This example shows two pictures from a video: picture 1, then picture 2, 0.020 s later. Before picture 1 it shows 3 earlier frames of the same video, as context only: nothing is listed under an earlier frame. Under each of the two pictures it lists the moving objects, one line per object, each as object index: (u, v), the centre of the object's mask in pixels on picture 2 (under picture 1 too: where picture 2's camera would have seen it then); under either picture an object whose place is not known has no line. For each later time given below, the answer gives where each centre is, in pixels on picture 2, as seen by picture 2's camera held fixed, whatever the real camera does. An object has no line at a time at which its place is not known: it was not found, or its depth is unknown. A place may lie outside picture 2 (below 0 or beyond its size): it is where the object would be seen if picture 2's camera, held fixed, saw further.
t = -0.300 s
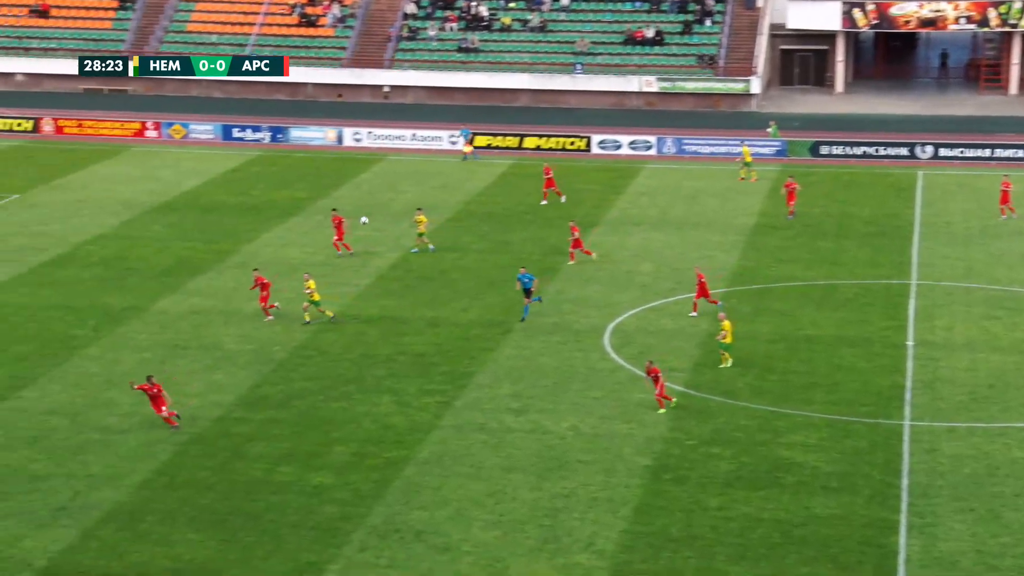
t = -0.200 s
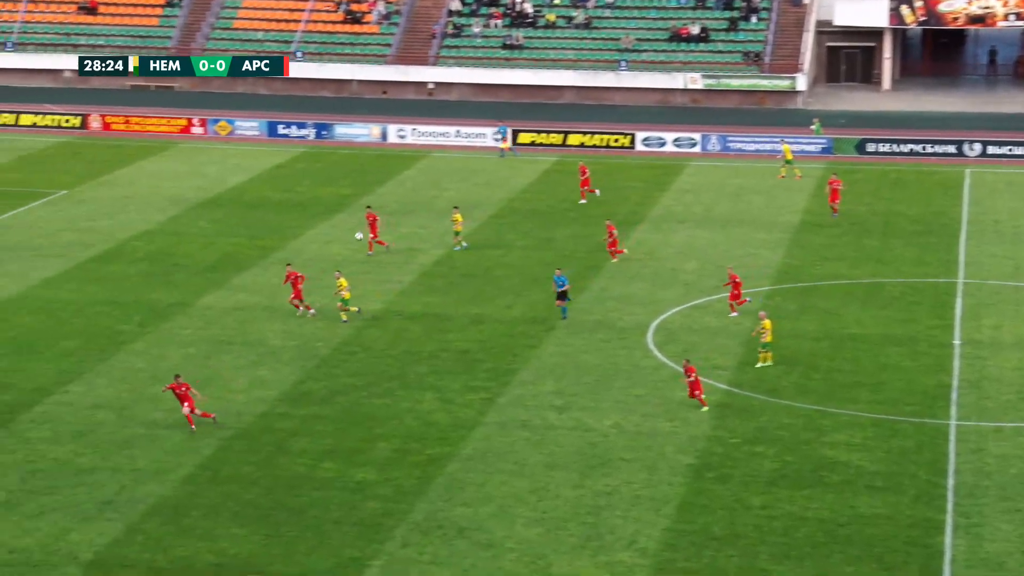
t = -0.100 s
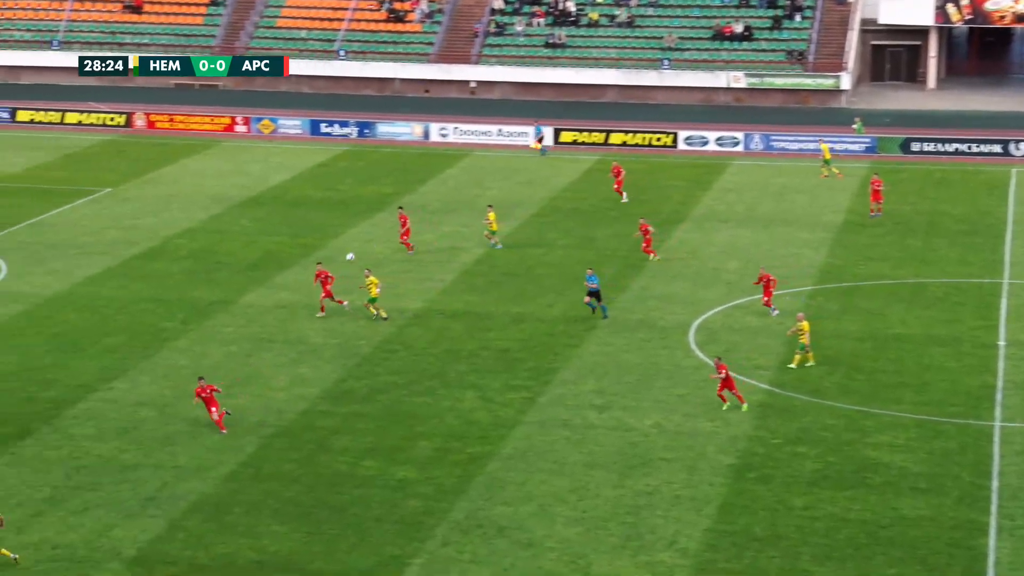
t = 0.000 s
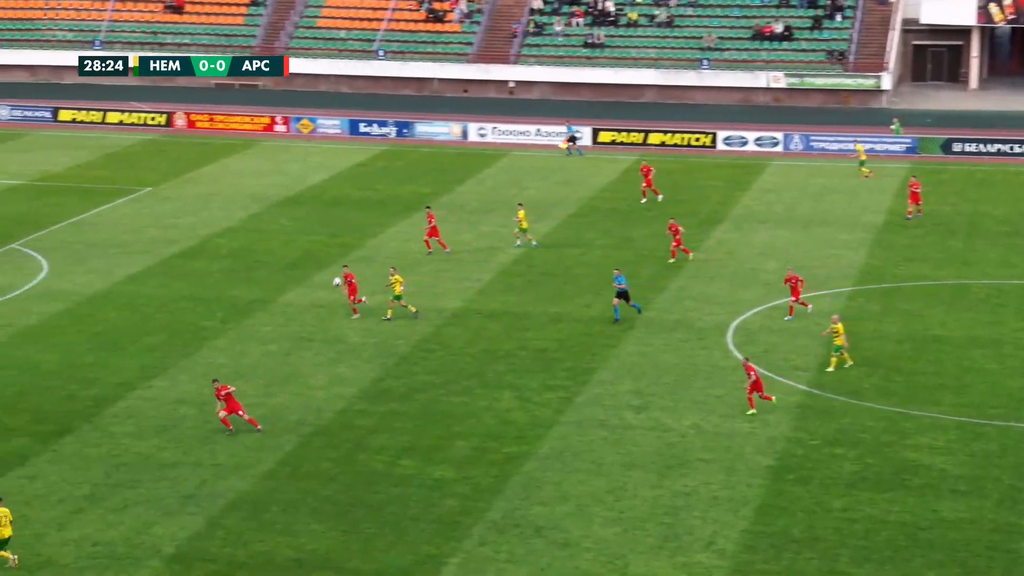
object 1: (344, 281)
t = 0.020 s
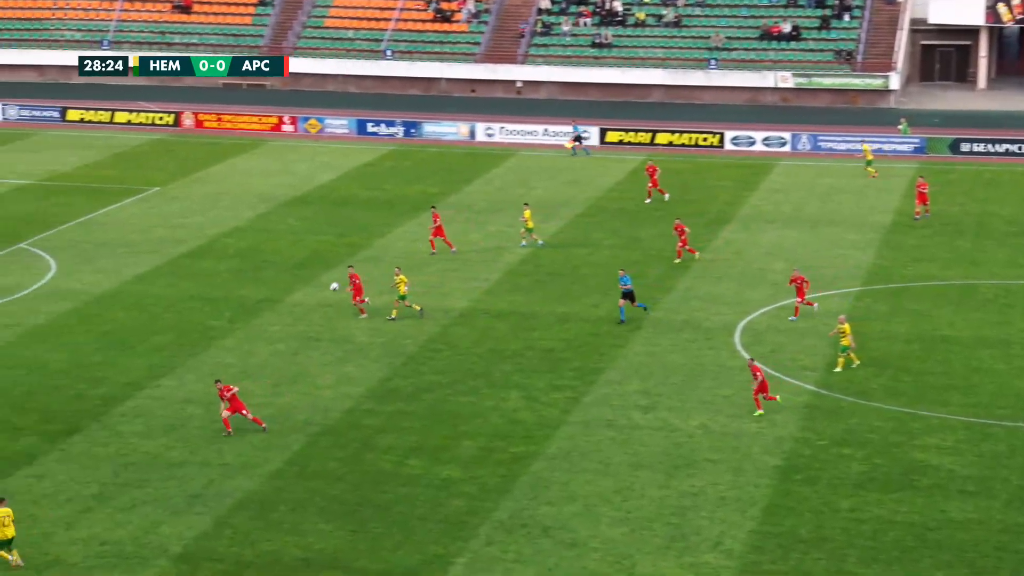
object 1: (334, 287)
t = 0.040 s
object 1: (324, 292)
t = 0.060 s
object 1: (314, 297)
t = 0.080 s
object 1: (303, 303)
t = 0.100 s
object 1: (293, 308)
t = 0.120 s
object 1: (282, 314)
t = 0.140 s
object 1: (272, 320)
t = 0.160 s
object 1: (261, 327)
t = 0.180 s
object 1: (250, 333)
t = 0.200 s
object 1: (239, 340)
